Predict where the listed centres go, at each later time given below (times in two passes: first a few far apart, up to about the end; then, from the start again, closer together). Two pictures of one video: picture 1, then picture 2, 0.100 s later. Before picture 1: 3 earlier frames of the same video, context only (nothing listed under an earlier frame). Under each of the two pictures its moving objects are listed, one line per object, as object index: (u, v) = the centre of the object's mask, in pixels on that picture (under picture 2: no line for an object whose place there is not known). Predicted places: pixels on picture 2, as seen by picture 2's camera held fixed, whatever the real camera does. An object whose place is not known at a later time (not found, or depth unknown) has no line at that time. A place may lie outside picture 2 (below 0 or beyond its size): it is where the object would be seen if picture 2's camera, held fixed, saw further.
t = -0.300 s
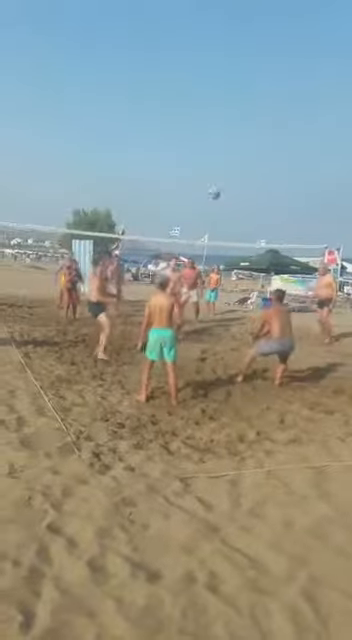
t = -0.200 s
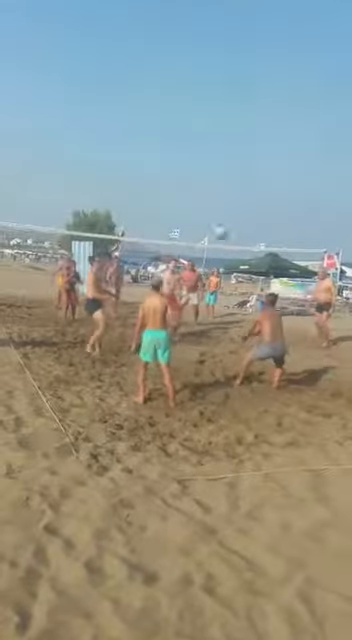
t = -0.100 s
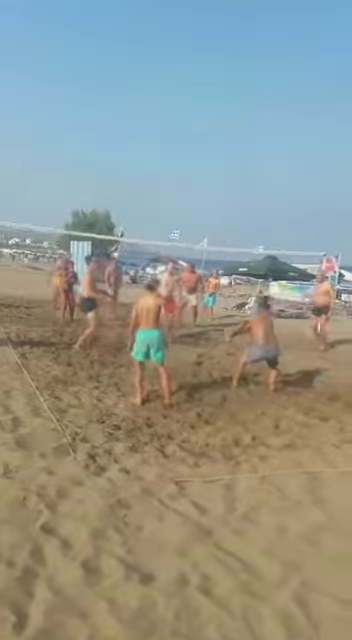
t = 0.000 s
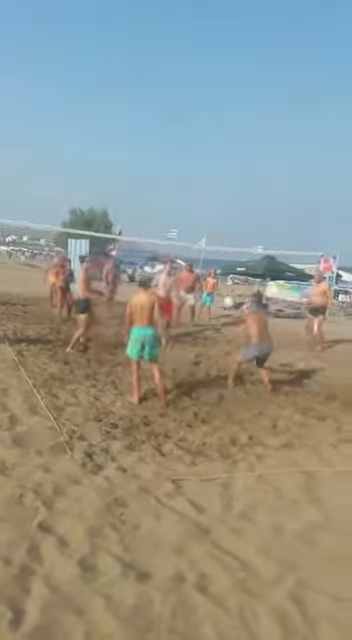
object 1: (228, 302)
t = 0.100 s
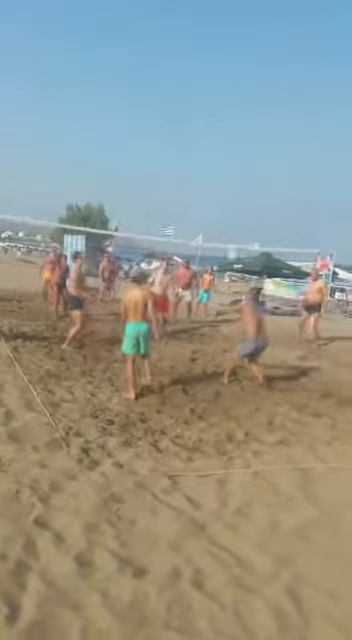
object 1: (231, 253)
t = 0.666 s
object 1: (277, 141)
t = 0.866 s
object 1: (286, 154)
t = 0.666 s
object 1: (277, 141)
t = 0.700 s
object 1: (279, 141)
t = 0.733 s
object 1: (281, 143)
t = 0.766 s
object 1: (283, 145)
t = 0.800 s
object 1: (284, 147)
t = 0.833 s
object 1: (284, 151)
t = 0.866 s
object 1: (286, 154)
